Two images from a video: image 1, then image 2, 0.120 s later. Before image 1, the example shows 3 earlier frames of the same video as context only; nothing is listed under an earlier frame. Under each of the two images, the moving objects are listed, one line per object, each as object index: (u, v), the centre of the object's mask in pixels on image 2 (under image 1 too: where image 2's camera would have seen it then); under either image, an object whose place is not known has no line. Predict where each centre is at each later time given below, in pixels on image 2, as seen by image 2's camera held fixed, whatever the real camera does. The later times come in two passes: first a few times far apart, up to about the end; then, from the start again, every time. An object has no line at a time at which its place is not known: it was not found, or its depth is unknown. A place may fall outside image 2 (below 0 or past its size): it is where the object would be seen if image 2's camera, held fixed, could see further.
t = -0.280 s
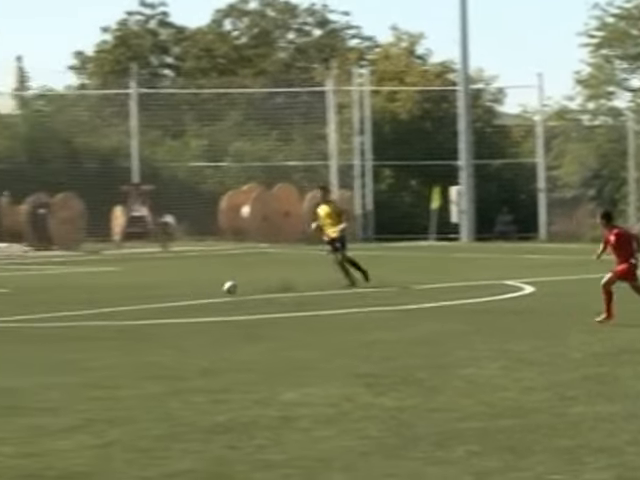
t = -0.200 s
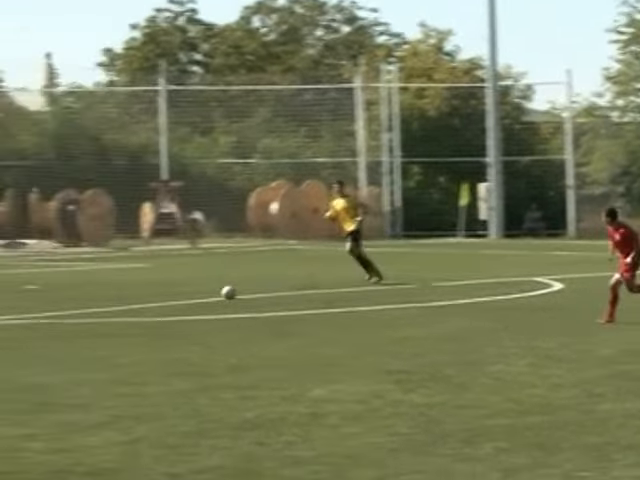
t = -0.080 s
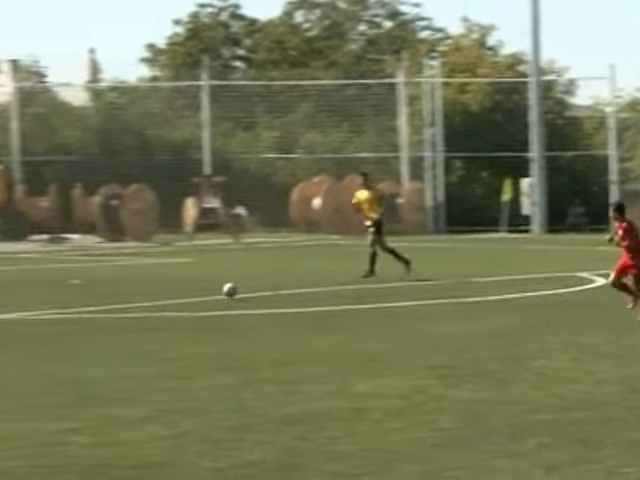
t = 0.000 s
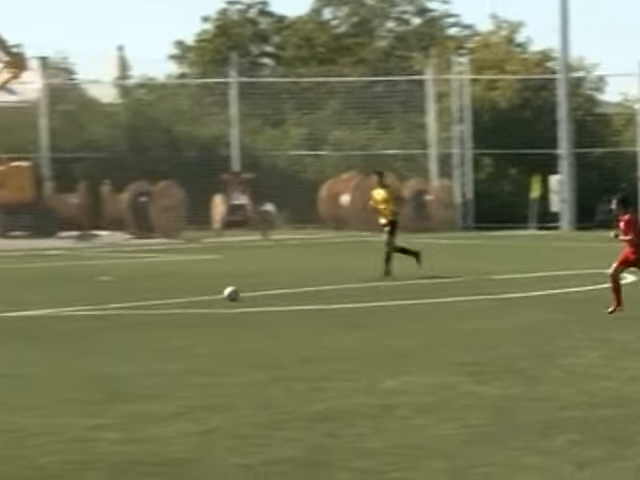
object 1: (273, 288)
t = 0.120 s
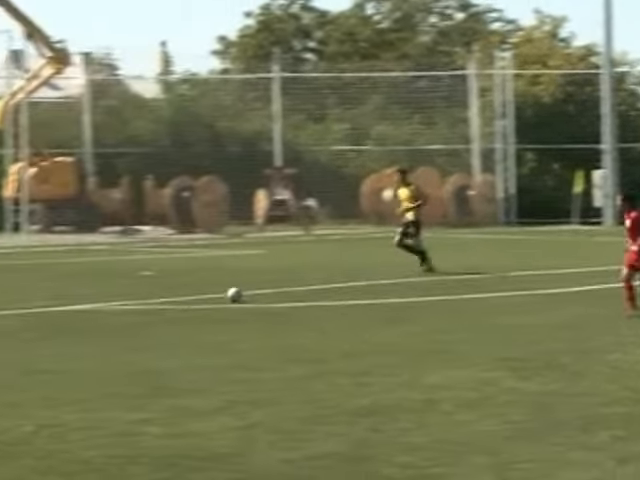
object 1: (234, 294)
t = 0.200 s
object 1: (210, 297)
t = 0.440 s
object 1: (135, 310)
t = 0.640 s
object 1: (74, 315)
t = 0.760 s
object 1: (35, 318)
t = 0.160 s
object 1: (222, 296)
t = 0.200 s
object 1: (210, 297)
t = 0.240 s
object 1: (197, 299)
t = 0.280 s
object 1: (184, 301)
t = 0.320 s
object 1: (172, 303)
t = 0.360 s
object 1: (160, 305)
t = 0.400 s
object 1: (147, 307)
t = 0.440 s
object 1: (135, 310)
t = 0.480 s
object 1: (123, 308)
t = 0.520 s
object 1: (111, 308)
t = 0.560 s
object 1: (99, 308)
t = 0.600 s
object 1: (86, 311)
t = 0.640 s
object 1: (74, 315)
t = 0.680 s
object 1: (62, 319)
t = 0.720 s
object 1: (49, 318)
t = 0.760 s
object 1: (35, 318)
